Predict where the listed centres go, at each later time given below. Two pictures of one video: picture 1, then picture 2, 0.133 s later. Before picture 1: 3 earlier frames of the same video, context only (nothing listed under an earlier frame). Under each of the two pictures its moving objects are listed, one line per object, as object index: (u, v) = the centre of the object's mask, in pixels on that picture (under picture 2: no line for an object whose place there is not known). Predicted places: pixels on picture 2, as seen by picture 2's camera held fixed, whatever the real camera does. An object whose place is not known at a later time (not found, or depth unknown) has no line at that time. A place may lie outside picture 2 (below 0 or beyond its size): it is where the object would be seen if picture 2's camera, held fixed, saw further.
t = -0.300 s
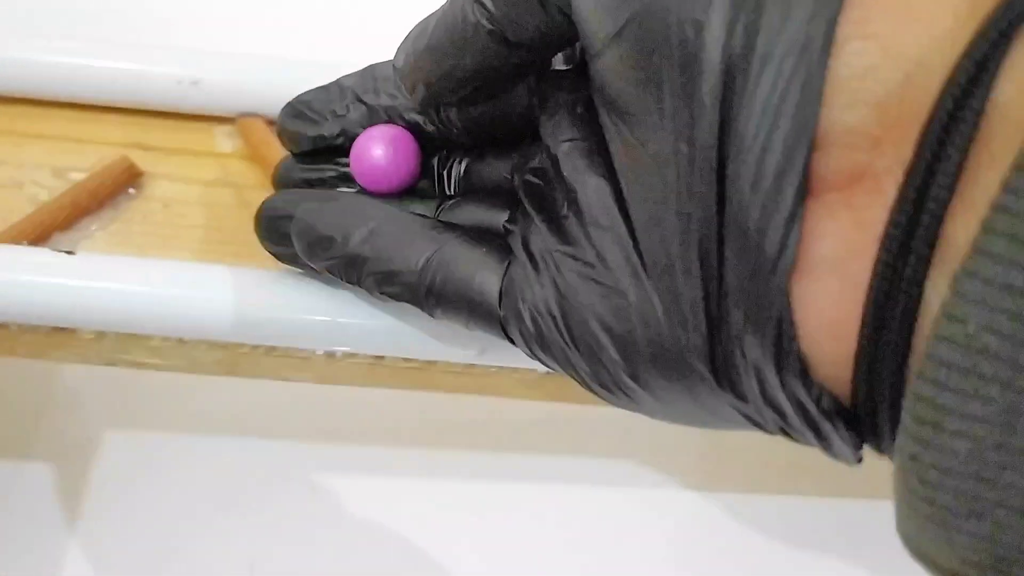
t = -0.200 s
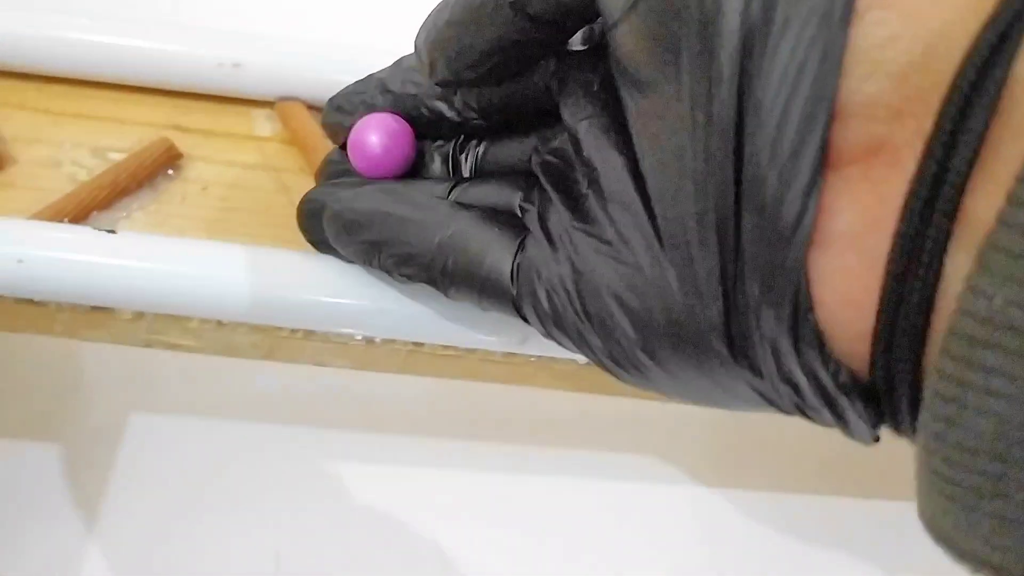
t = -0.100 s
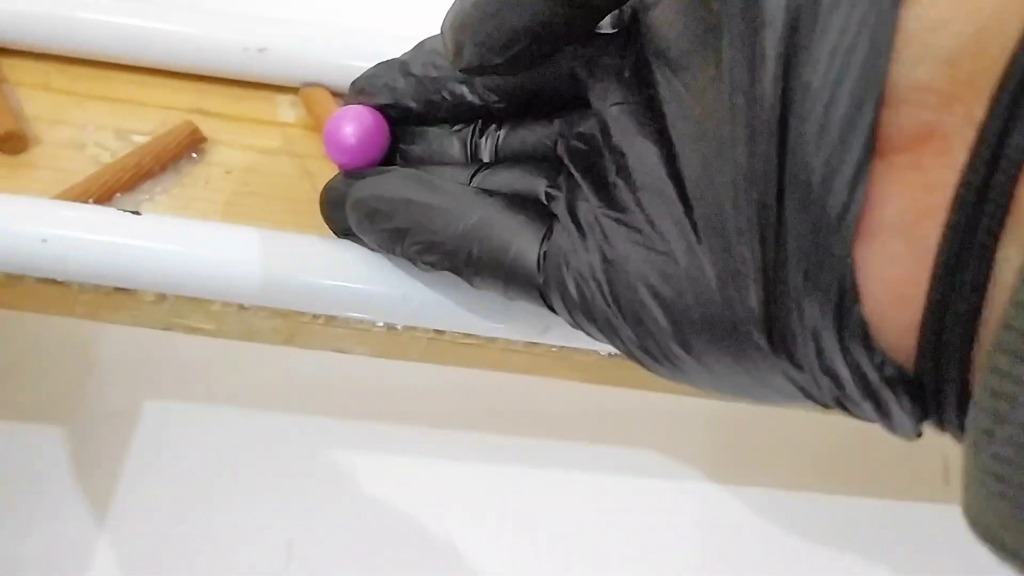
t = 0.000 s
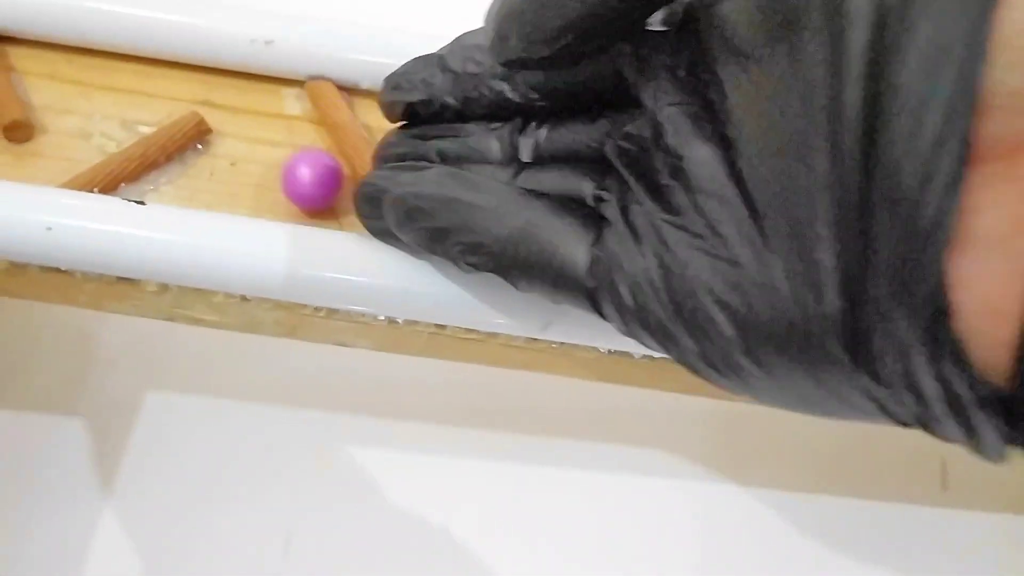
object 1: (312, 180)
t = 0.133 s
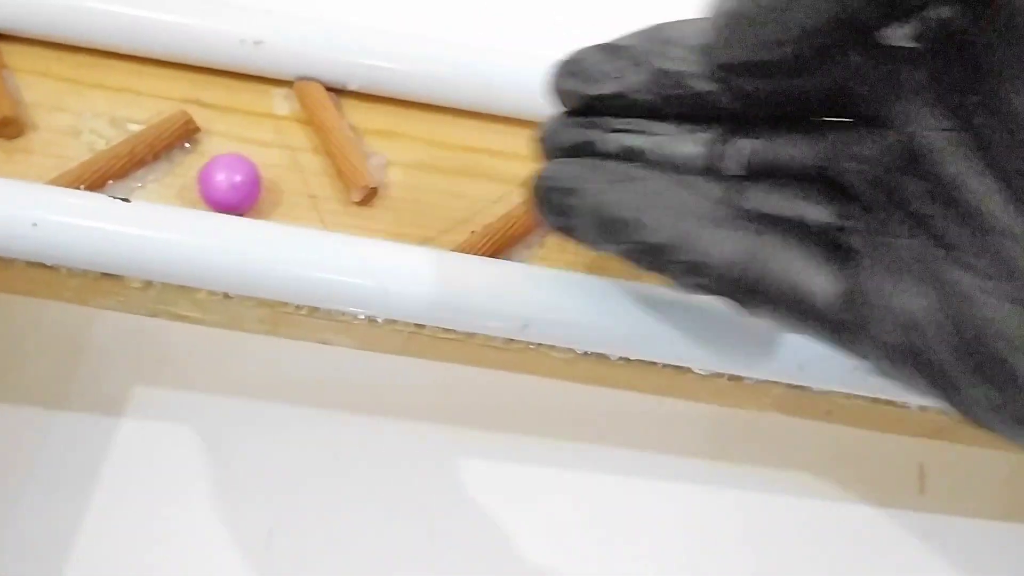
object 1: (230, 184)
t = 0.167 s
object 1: (221, 186)
